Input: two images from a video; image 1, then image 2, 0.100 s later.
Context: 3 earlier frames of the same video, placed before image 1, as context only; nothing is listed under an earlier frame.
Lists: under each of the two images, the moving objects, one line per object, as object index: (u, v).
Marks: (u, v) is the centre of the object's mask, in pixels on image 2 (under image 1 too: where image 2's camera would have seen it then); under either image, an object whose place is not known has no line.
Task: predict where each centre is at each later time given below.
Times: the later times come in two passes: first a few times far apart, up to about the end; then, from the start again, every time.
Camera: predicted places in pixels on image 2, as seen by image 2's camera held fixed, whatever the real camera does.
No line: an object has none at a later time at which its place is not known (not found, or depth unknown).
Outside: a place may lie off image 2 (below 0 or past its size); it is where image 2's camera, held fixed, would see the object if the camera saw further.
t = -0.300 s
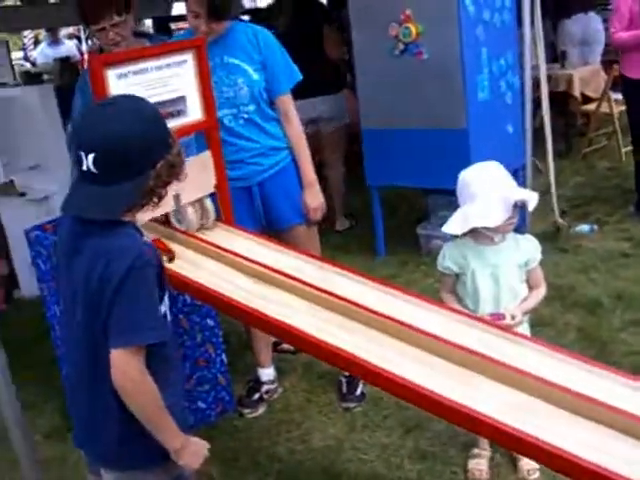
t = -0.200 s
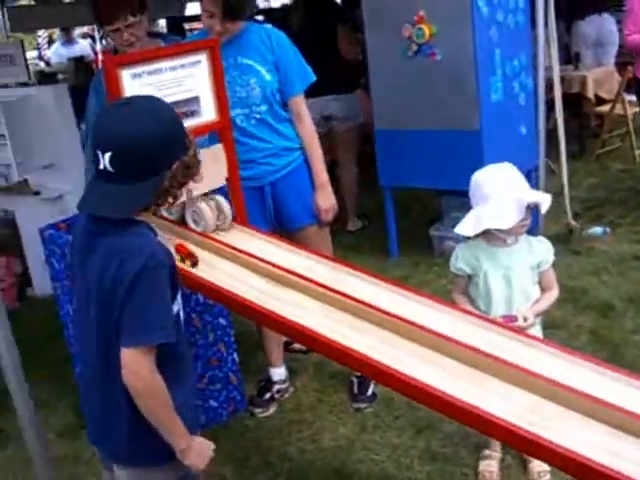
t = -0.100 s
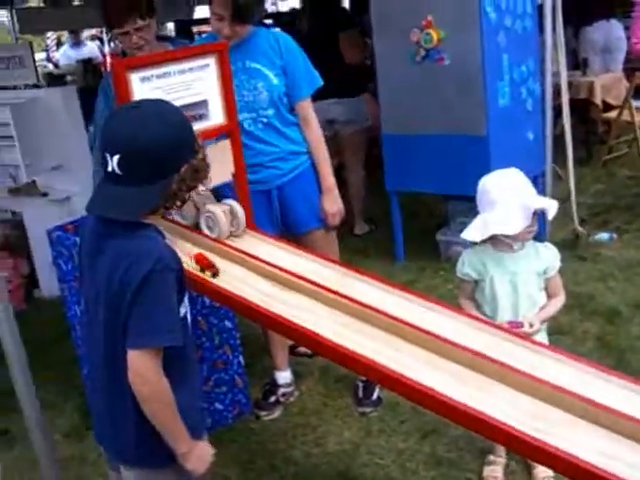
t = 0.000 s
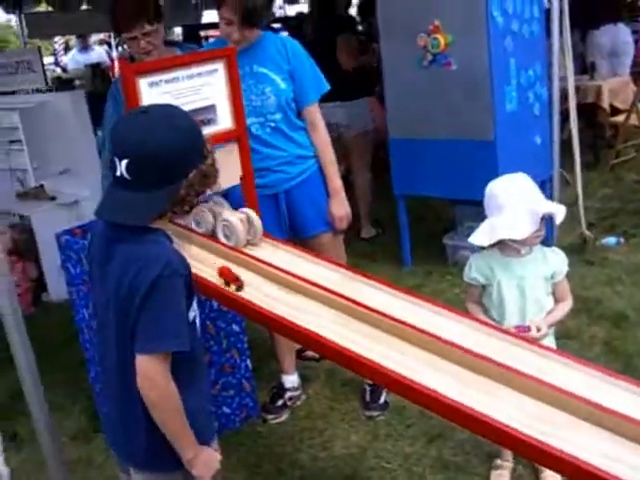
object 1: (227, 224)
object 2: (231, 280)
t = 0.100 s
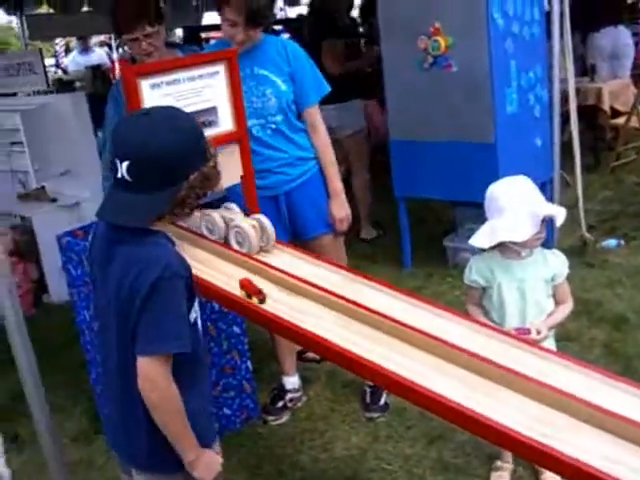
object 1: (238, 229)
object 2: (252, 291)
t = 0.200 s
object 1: (253, 235)
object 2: (277, 304)
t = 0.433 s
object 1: (302, 255)
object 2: (360, 346)
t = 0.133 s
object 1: (243, 231)
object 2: (260, 295)
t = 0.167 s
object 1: (247, 233)
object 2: (268, 300)
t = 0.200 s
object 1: (253, 235)
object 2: (277, 304)
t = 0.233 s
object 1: (258, 237)
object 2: (287, 309)
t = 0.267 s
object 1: (263, 240)
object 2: (297, 314)
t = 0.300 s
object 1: (270, 242)
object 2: (308, 320)
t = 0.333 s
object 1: (278, 246)
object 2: (320, 326)
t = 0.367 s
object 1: (286, 249)
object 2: (333, 332)
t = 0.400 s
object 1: (294, 252)
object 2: (346, 339)
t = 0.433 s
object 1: (302, 255)
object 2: (360, 346)
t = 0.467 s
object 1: (311, 259)
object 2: (375, 353)
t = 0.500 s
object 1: (320, 263)
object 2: (391, 361)
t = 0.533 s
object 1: (330, 268)
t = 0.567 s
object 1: (341, 272)
